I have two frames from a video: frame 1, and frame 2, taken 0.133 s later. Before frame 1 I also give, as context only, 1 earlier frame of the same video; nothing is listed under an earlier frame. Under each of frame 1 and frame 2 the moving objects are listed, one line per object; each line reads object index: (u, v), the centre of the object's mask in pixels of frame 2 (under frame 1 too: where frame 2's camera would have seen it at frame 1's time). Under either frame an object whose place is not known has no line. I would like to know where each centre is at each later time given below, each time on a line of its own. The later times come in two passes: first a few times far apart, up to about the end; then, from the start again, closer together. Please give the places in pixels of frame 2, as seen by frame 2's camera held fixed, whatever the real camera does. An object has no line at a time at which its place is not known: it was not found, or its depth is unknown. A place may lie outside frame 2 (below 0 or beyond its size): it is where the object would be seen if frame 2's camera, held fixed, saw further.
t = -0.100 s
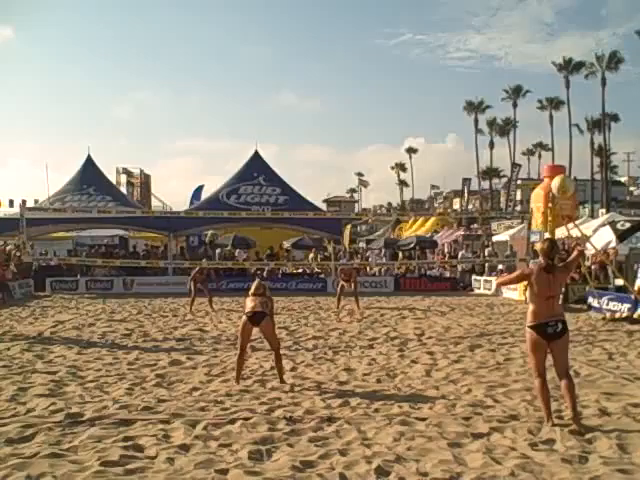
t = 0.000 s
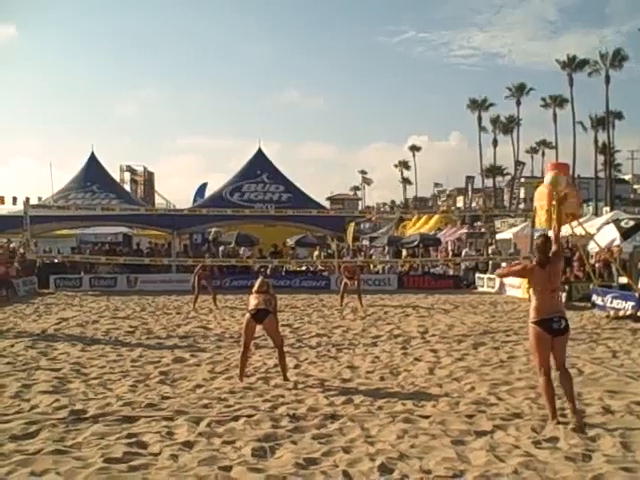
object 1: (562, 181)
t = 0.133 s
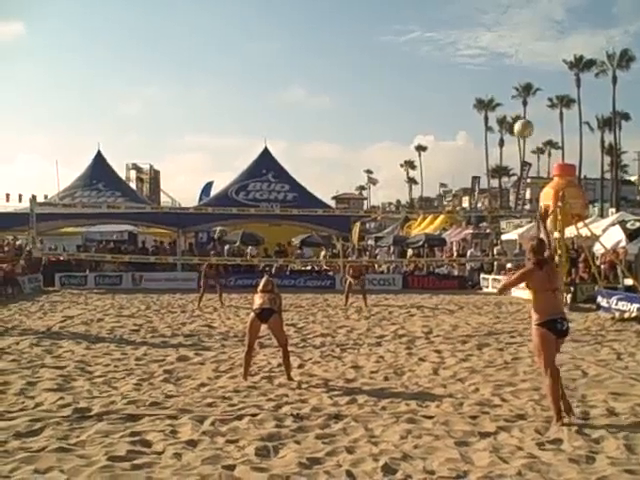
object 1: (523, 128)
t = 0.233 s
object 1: (501, 104)
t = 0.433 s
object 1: (469, 88)
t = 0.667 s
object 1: (444, 103)
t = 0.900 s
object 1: (426, 143)
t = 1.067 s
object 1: (416, 181)
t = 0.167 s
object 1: (515, 120)
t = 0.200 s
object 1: (508, 112)
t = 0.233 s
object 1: (501, 104)
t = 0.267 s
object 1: (495, 100)
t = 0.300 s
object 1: (489, 96)
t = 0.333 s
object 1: (483, 93)
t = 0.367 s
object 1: (478, 90)
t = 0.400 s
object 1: (473, 88)
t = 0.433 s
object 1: (469, 88)
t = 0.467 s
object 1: (465, 88)
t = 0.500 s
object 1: (461, 89)
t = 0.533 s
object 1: (457, 91)
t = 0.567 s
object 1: (453, 93)
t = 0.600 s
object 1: (450, 96)
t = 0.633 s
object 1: (447, 100)
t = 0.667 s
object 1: (444, 103)
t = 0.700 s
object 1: (441, 107)
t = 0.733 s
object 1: (438, 112)
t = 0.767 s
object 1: (436, 117)
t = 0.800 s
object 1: (433, 123)
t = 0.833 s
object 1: (430, 129)
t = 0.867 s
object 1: (429, 135)
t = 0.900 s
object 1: (426, 143)
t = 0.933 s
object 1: (423, 149)
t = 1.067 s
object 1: (416, 181)
